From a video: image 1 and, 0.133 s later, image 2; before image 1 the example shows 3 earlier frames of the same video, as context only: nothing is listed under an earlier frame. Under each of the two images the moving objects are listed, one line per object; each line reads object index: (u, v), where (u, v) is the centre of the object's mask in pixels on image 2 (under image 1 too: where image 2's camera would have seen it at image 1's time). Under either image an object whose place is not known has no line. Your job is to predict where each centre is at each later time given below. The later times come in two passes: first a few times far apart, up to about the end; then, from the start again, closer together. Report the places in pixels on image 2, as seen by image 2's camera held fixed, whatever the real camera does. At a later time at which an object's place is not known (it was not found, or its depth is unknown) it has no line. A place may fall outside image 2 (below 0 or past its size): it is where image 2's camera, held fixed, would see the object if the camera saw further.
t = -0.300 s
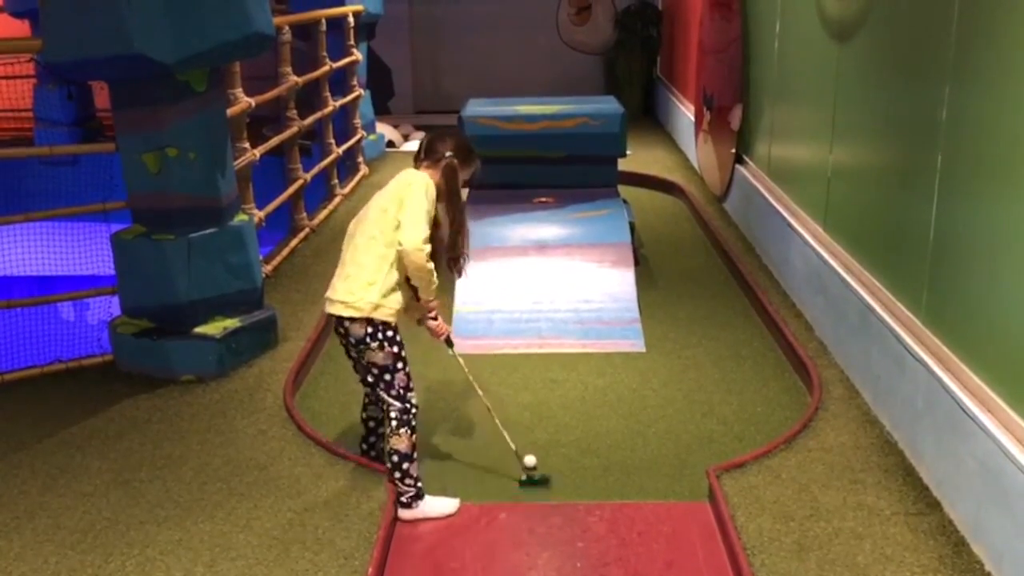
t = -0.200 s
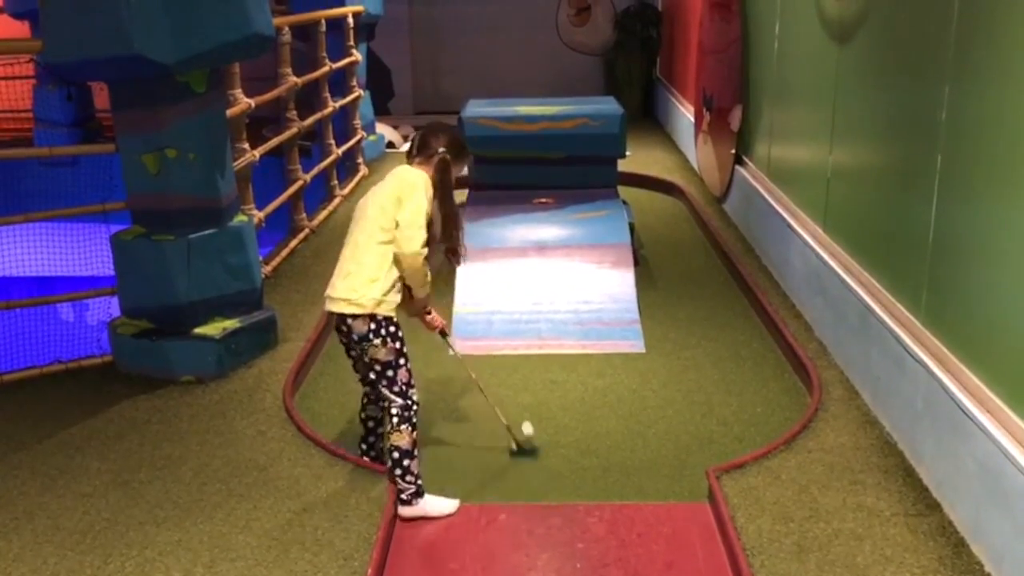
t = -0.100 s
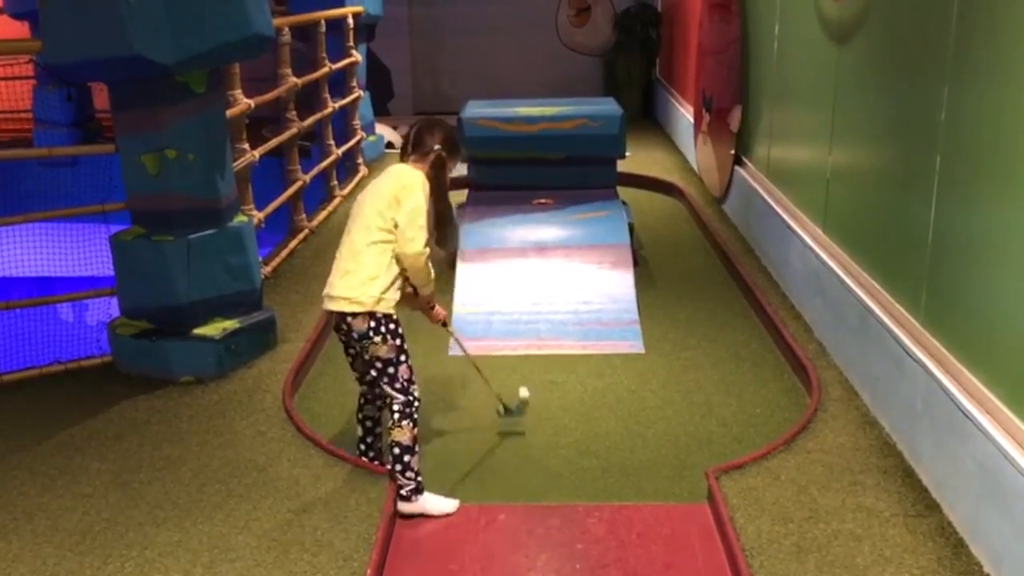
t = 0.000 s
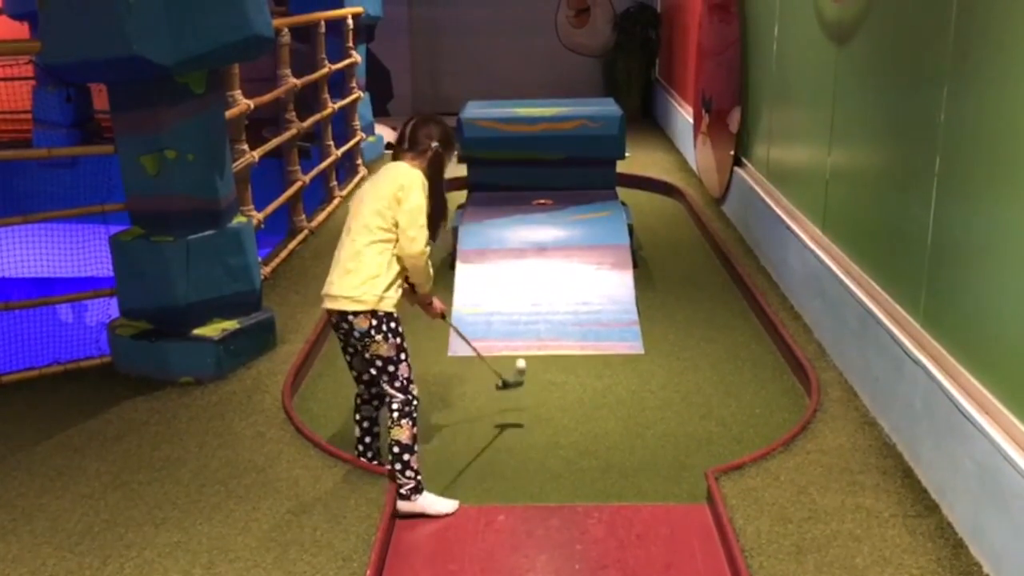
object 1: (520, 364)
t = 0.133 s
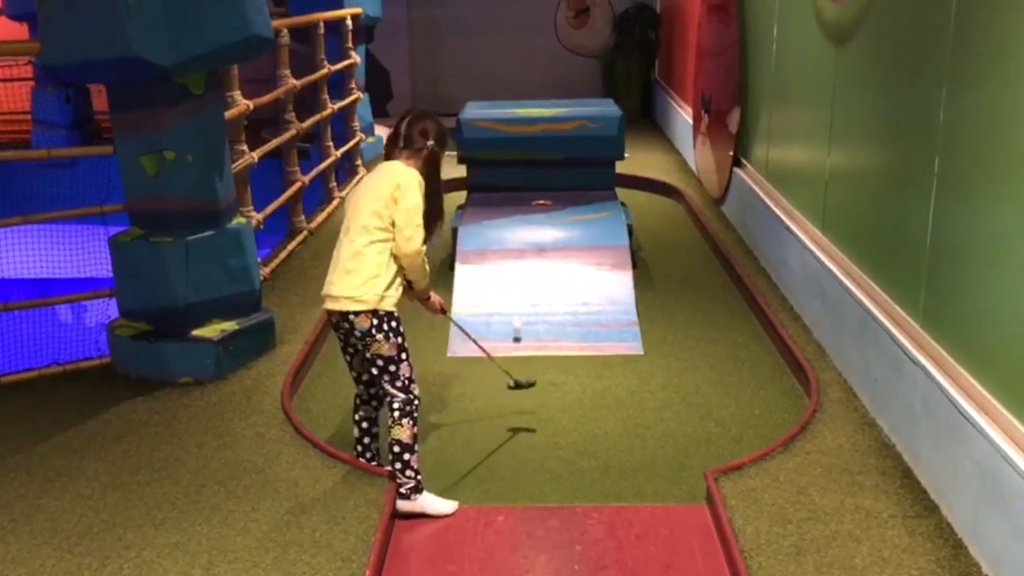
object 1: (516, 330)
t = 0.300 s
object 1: (511, 292)
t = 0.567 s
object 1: (501, 249)
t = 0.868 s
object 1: (488, 239)
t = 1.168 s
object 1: (472, 254)
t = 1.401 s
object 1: (456, 300)
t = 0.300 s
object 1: (511, 292)
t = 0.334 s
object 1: (510, 285)
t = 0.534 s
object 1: (502, 252)
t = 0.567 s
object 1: (501, 249)
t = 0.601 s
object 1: (500, 247)
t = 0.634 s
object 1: (499, 245)
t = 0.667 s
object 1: (497, 244)
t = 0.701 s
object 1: (496, 242)
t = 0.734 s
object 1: (495, 241)
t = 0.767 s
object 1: (493, 240)
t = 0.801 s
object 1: (491, 239)
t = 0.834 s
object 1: (490, 239)
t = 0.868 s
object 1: (488, 239)
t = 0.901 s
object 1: (486, 239)
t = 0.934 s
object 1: (485, 240)
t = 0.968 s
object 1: (483, 241)
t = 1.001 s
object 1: (481, 242)
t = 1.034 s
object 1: (479, 244)
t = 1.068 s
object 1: (477, 246)
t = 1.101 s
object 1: (476, 248)
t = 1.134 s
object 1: (474, 251)
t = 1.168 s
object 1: (472, 254)
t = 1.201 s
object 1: (470, 258)
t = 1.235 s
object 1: (468, 263)
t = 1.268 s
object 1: (466, 268)
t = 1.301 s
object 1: (464, 275)
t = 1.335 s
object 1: (461, 283)
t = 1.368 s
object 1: (458, 291)
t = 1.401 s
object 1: (456, 300)
